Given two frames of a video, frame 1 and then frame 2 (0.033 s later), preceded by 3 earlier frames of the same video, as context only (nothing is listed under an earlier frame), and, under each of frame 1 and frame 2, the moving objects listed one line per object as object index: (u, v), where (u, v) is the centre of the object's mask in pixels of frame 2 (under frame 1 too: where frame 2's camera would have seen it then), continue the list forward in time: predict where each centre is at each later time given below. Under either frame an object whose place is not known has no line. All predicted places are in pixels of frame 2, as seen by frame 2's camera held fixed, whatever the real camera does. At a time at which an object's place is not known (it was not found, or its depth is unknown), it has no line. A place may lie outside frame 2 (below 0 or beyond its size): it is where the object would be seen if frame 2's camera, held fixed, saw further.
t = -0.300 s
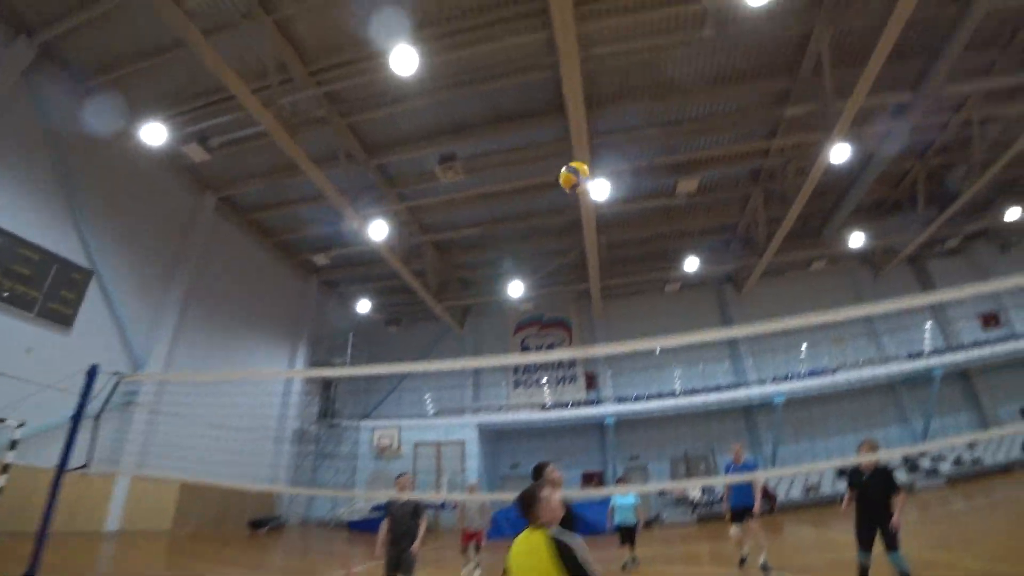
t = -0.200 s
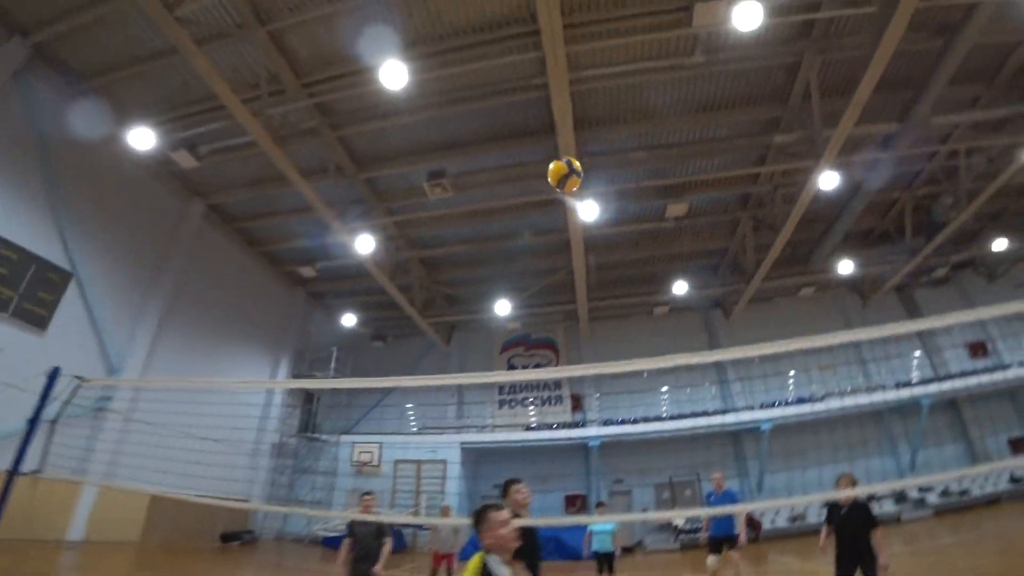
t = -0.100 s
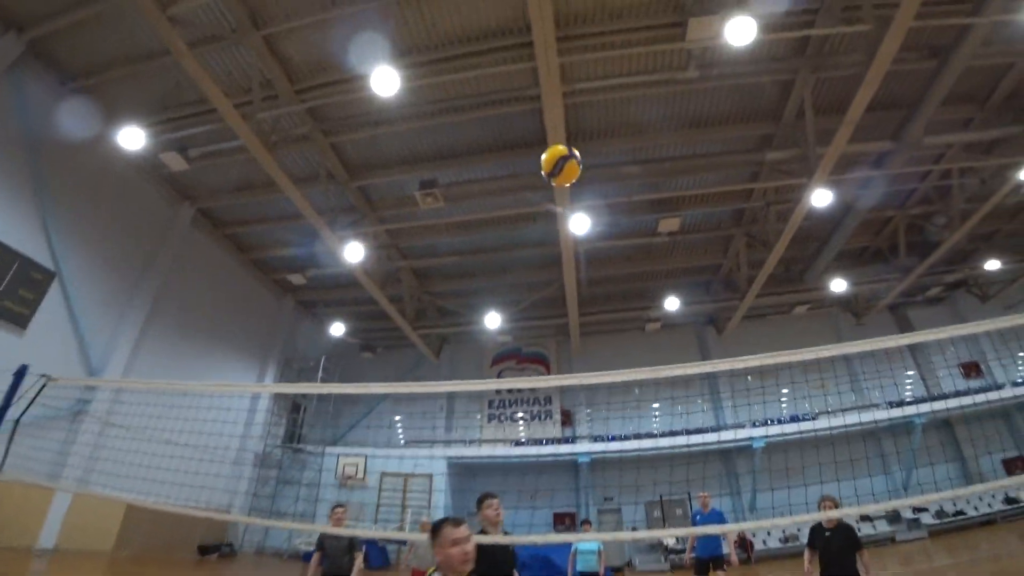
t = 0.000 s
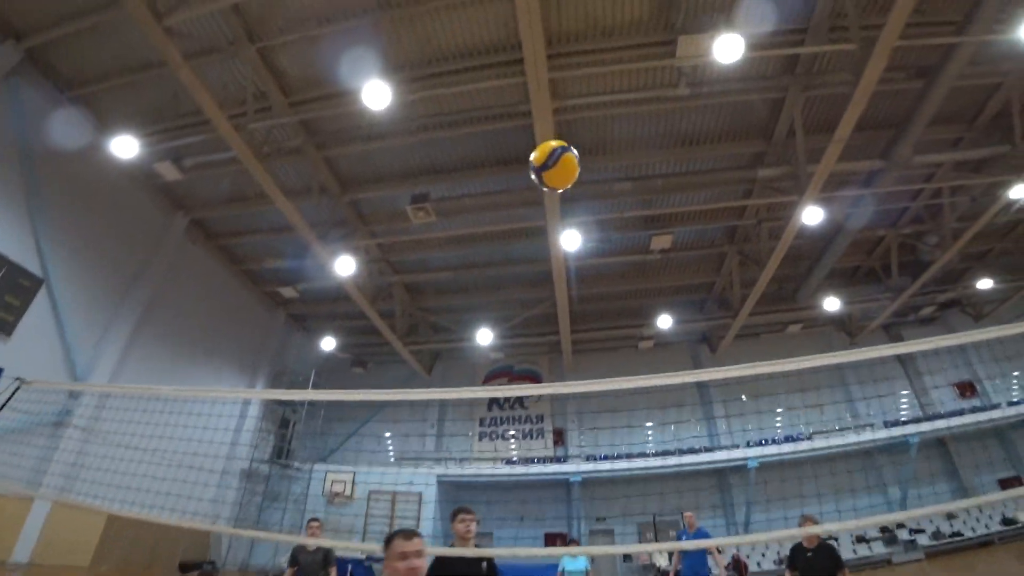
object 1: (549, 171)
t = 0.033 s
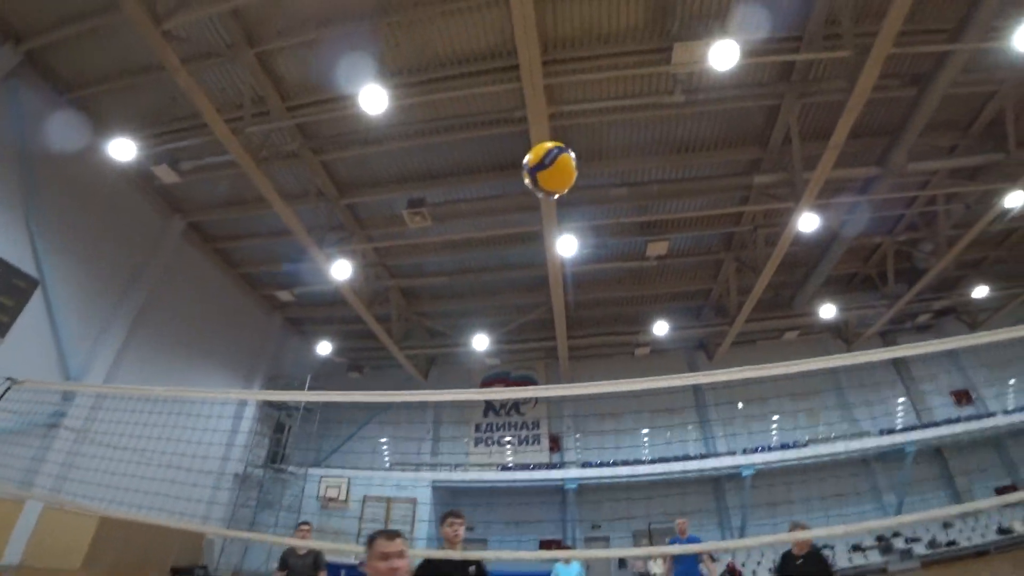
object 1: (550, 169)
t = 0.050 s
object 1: (550, 169)
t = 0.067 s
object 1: (550, 171)
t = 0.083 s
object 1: (550, 171)
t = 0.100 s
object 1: (550, 173)
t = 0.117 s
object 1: (549, 178)
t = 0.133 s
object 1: (549, 185)
